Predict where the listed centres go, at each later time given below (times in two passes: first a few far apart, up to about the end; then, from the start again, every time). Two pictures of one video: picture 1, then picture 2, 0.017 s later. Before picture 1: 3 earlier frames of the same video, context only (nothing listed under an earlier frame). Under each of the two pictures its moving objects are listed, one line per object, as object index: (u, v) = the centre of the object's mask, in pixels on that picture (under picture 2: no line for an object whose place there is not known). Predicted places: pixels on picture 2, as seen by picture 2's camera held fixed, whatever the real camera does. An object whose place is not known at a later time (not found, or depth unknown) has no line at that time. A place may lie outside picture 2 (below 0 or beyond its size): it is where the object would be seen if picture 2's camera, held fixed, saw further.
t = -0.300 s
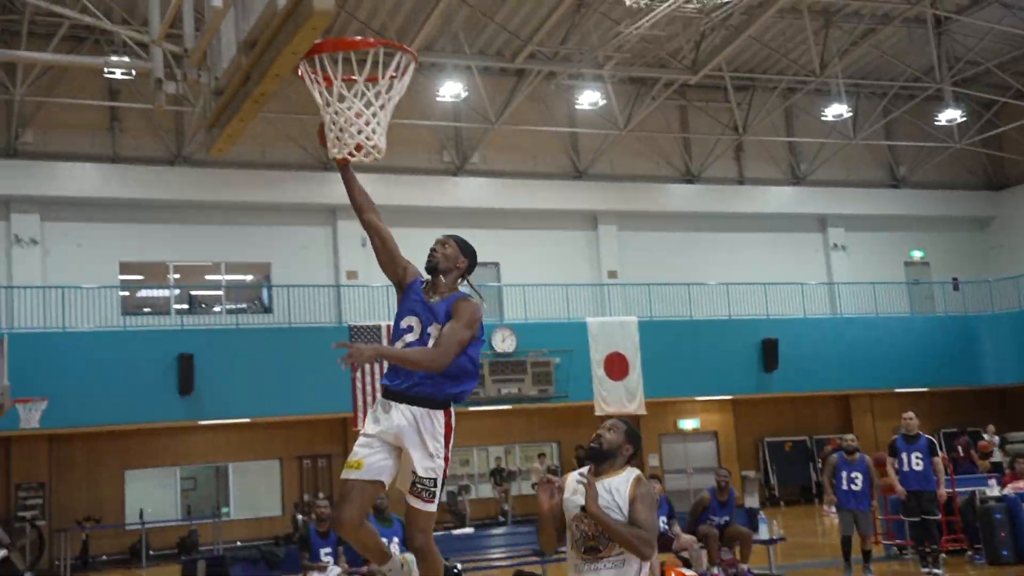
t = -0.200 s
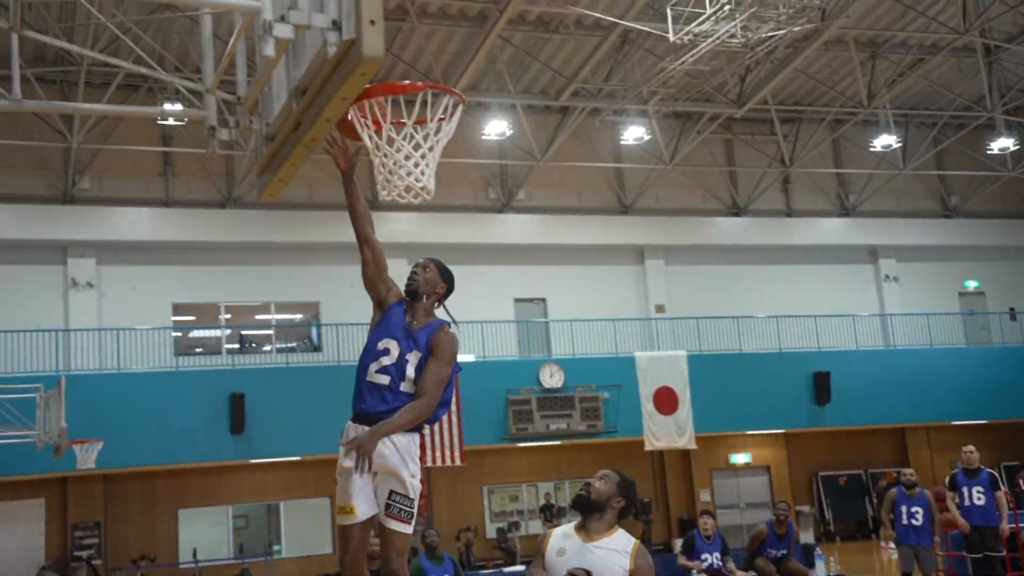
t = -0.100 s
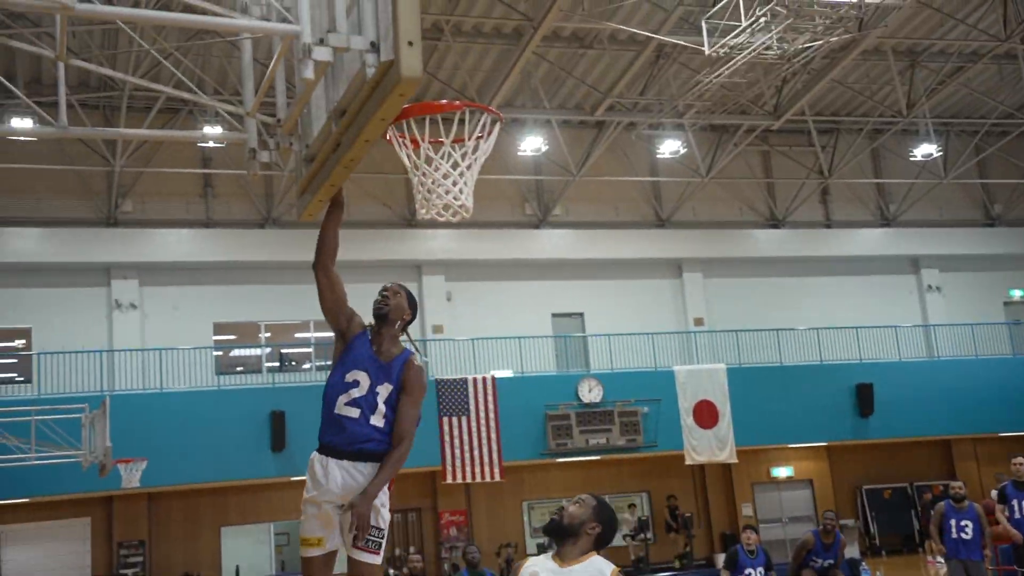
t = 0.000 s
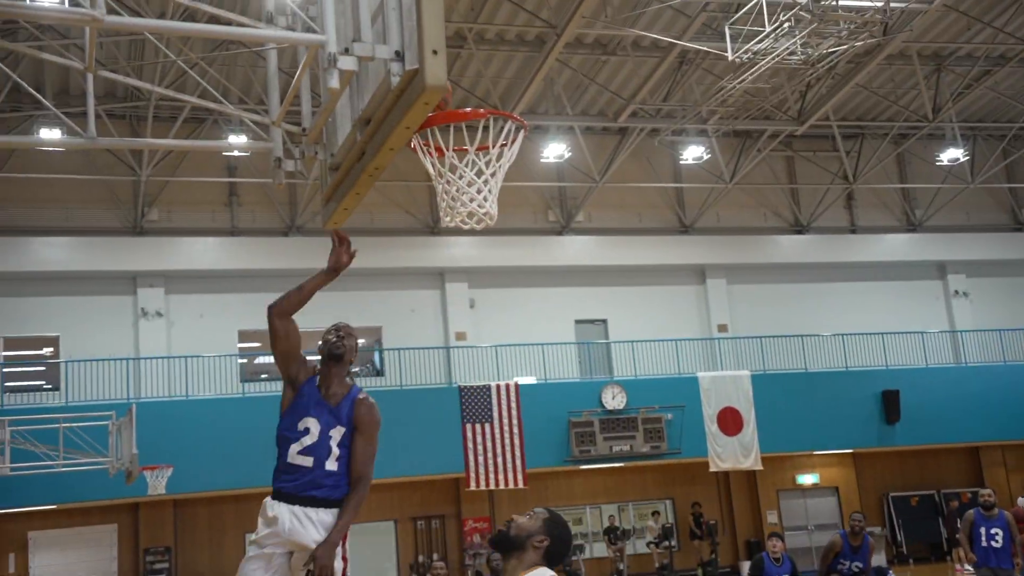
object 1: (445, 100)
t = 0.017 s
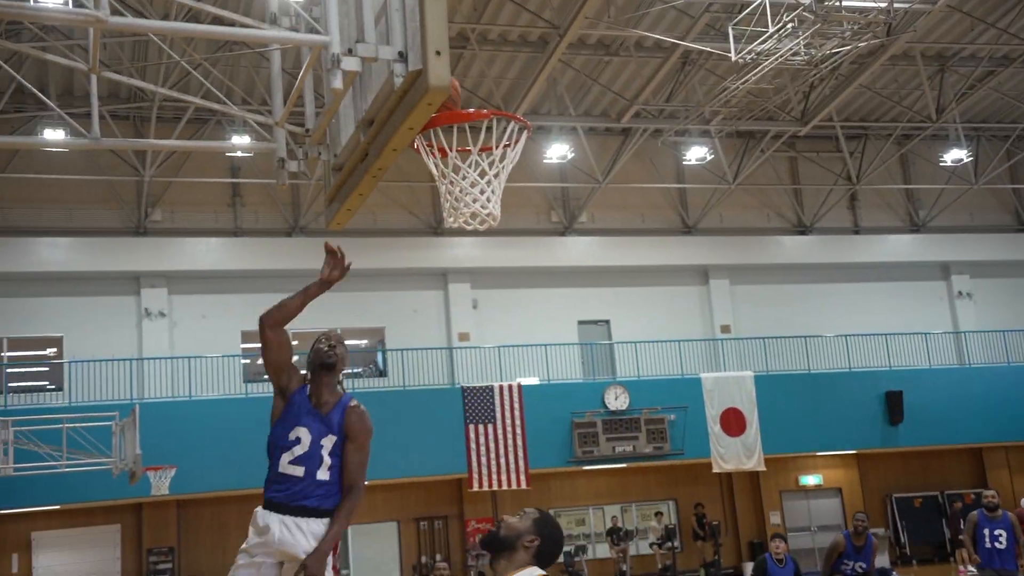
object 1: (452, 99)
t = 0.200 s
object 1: (507, 152)
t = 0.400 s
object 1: (476, 235)
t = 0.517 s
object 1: (462, 301)
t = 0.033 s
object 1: (456, 96)
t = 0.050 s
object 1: (459, 96)
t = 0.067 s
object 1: (462, 96)
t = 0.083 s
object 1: (466, 103)
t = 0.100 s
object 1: (470, 110)
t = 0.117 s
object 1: (479, 120)
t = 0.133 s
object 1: (485, 125)
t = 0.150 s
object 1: (490, 132)
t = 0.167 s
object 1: (498, 140)
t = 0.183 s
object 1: (504, 145)
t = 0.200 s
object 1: (507, 152)
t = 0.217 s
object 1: (506, 159)
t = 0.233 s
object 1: (503, 167)
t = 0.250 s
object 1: (499, 174)
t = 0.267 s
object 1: (496, 183)
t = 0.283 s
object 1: (496, 190)
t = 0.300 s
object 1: (492, 196)
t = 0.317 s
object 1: (491, 214)
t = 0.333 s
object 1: (488, 216)
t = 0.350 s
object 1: (485, 220)
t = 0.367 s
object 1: (482, 224)
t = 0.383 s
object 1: (479, 229)
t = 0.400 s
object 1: (476, 235)
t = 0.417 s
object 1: (474, 241)
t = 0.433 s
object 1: (472, 249)
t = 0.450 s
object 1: (469, 258)
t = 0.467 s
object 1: (467, 268)
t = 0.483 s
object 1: (465, 278)
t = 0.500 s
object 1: (464, 290)
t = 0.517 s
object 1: (462, 301)
